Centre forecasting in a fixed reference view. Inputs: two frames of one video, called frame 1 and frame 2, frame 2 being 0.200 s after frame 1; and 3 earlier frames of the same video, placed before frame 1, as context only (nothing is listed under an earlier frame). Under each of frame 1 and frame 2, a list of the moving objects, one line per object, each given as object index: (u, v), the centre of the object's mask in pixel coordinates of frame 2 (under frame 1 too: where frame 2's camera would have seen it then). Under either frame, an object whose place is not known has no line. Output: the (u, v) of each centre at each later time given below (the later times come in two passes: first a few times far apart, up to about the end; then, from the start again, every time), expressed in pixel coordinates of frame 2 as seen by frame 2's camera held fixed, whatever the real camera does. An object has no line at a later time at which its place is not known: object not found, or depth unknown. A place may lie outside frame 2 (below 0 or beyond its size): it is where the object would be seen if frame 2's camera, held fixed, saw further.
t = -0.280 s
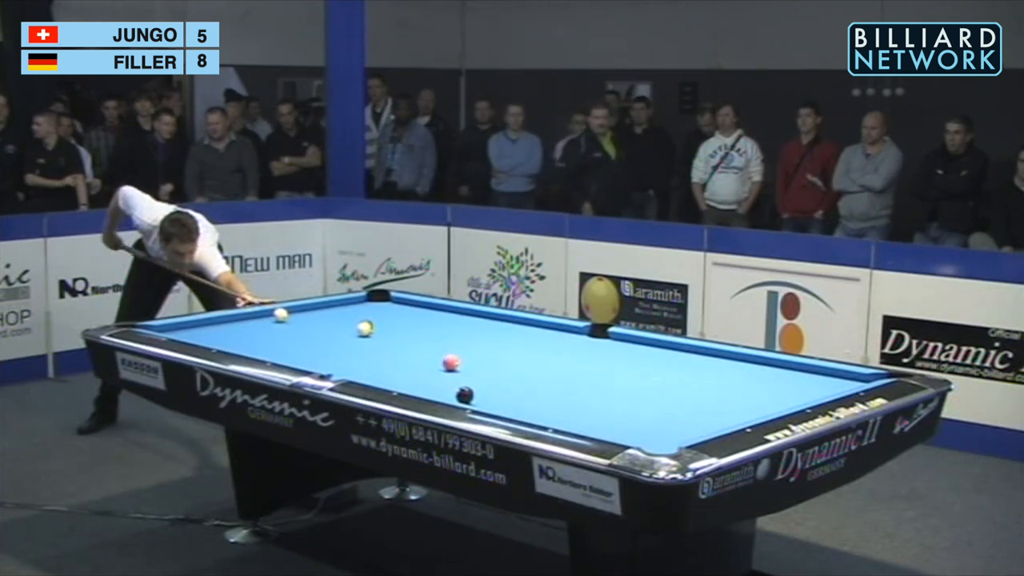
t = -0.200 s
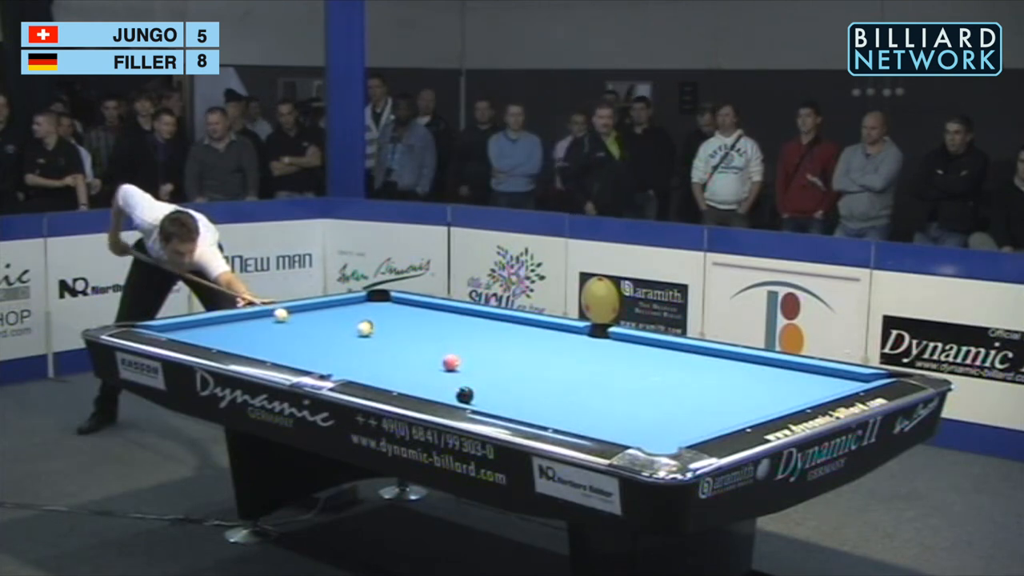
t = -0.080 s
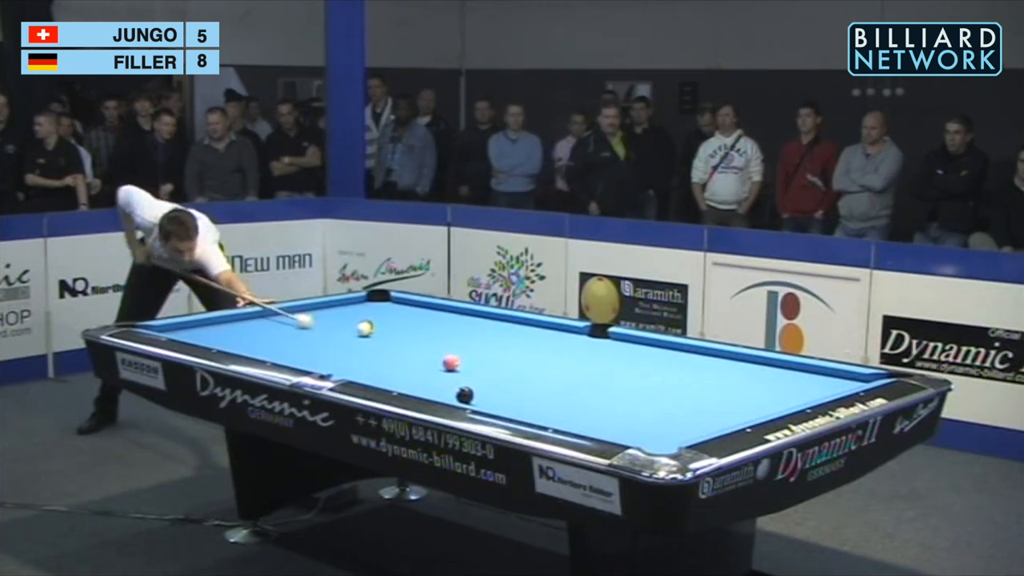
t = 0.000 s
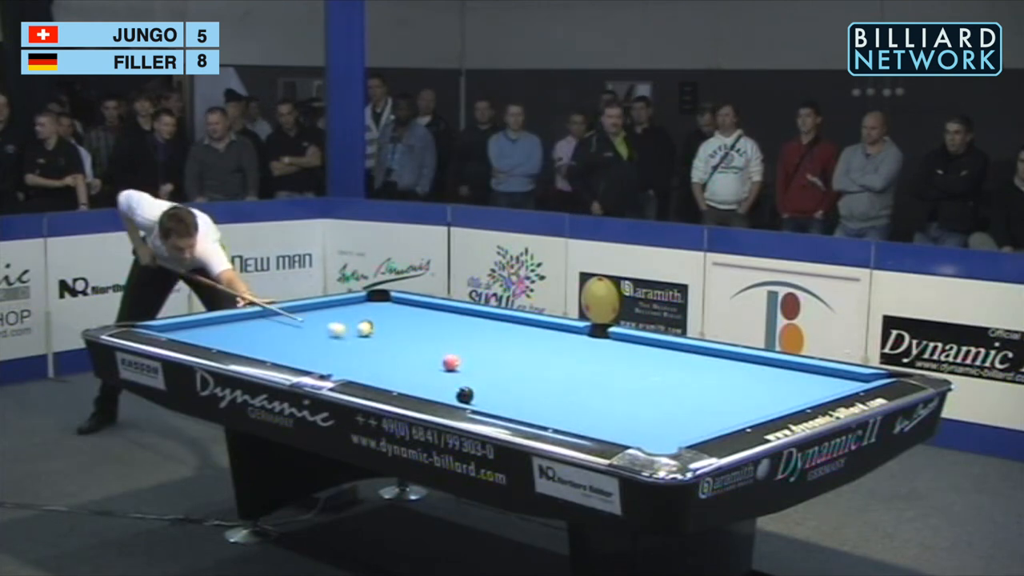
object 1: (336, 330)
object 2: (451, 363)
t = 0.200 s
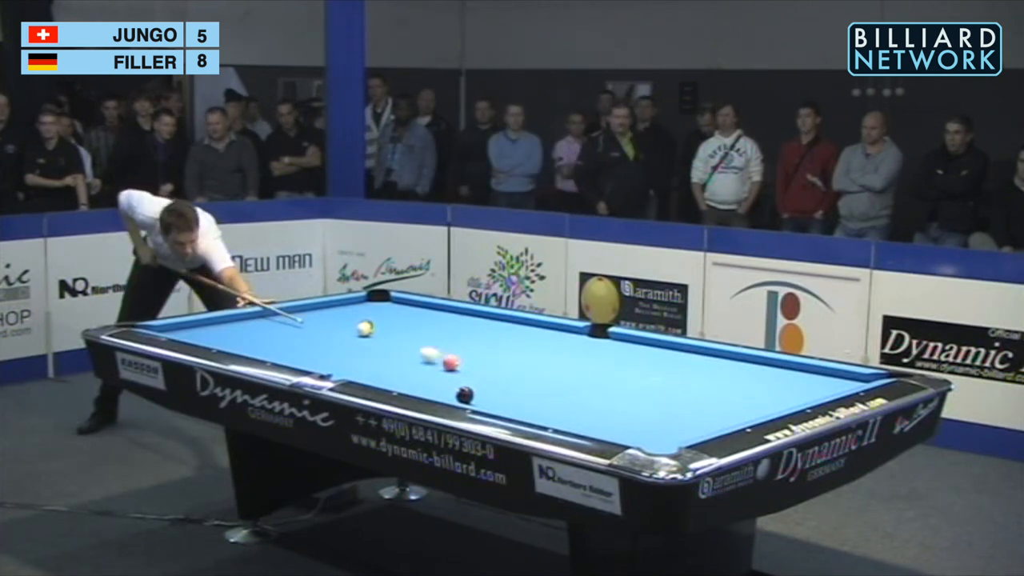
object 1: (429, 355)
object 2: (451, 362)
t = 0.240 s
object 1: (445, 357)
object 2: (453, 364)
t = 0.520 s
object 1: (521, 361)
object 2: (540, 409)
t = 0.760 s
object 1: (594, 367)
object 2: (635, 435)
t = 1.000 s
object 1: (671, 373)
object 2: (648, 429)
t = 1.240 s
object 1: (748, 380)
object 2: (616, 411)
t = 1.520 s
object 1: (838, 385)
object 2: (583, 392)
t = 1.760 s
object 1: (822, 381)
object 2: (559, 379)
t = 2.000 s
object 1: (797, 372)
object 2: (536, 366)
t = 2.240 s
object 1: (774, 364)
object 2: (517, 355)
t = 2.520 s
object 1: (747, 358)
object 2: (496, 344)
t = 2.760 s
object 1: (720, 355)
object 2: (481, 335)
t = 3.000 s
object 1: (696, 353)
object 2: (467, 326)
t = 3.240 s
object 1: (673, 351)
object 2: (454, 319)
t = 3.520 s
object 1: (648, 348)
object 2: (440, 311)
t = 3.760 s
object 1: (629, 346)
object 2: (428, 305)
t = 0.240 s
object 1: (445, 357)
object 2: (453, 364)
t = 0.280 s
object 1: (456, 358)
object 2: (466, 370)
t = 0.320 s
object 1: (467, 358)
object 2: (478, 377)
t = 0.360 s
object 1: (477, 359)
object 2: (490, 383)
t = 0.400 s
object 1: (487, 359)
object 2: (503, 389)
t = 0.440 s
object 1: (498, 360)
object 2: (515, 396)
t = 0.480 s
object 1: (509, 360)
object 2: (527, 402)
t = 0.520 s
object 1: (521, 361)
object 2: (540, 409)
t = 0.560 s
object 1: (533, 362)
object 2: (552, 414)
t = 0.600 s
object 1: (545, 363)
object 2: (564, 419)
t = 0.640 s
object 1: (557, 364)
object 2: (577, 424)
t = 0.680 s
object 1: (570, 365)
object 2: (594, 428)
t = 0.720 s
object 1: (582, 367)
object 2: (614, 432)
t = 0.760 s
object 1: (594, 367)
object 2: (635, 435)
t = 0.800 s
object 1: (608, 368)
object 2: (654, 439)
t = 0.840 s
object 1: (620, 369)
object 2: (672, 442)
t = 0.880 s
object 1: (632, 370)
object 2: (668, 439)
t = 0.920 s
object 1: (645, 371)
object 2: (660, 435)
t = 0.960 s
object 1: (657, 372)
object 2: (654, 432)
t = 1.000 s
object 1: (671, 373)
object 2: (648, 429)
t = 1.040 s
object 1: (683, 375)
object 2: (642, 426)
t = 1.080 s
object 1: (696, 376)
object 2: (637, 423)
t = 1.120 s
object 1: (709, 377)
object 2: (631, 420)
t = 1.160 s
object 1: (721, 378)
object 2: (626, 416)
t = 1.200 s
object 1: (734, 379)
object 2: (621, 414)
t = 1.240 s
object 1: (748, 380)
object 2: (616, 411)
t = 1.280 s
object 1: (761, 381)
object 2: (610, 408)
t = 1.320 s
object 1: (773, 382)
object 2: (606, 405)
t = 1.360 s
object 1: (786, 383)
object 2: (601, 402)
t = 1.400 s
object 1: (799, 385)
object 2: (596, 400)
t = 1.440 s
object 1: (812, 386)
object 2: (592, 398)
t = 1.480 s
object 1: (825, 386)
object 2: (588, 395)
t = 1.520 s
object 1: (838, 385)
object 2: (583, 392)
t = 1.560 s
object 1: (846, 386)
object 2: (579, 390)
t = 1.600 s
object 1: (840, 384)
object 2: (575, 388)
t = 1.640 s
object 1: (835, 384)
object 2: (570, 385)
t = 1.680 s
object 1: (831, 384)
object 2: (566, 383)
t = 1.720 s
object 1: (827, 382)
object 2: (562, 381)
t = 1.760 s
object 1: (822, 381)
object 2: (559, 379)
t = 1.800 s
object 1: (819, 379)
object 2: (555, 376)
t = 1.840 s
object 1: (814, 377)
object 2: (551, 374)
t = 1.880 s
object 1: (809, 376)
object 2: (547, 372)
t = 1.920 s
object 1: (805, 374)
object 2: (544, 370)
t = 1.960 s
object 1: (801, 373)
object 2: (540, 368)
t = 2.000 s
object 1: (797, 372)
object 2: (536, 366)
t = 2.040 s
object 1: (793, 370)
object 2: (534, 364)
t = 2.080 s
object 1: (789, 369)
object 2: (530, 362)
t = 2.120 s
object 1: (785, 368)
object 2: (527, 360)
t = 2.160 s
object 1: (782, 367)
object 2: (523, 359)
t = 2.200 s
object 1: (778, 366)
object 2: (520, 357)
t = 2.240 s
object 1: (774, 364)
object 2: (517, 355)
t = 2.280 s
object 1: (770, 363)
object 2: (514, 353)
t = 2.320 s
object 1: (767, 362)
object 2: (511, 352)
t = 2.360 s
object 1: (764, 361)
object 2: (508, 350)
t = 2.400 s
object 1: (760, 360)
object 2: (505, 348)
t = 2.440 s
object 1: (755, 359)
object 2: (502, 347)
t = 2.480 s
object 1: (751, 359)
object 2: (500, 345)
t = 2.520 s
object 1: (747, 358)
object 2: (496, 344)
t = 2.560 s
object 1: (742, 357)
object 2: (494, 342)
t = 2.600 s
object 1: (738, 357)
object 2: (491, 340)
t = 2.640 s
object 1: (733, 357)
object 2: (489, 339)
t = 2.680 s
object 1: (729, 356)
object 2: (486, 337)
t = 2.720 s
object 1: (724, 356)
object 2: (484, 336)
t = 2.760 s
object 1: (720, 355)
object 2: (481, 335)
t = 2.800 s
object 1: (716, 355)
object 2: (479, 333)
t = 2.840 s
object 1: (712, 354)
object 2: (476, 332)
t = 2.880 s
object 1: (708, 354)
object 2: (474, 331)
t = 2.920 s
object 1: (704, 353)
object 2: (471, 329)
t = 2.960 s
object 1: (700, 353)
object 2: (469, 328)
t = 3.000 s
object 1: (696, 353)
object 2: (467, 326)
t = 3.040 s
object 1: (692, 353)
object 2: (465, 326)
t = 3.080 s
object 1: (688, 352)
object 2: (462, 324)
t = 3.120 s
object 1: (684, 352)
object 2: (460, 323)
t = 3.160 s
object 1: (680, 351)
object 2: (458, 322)
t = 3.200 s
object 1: (677, 351)
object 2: (456, 321)
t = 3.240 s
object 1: (673, 351)
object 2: (454, 319)
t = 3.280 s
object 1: (669, 350)
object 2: (451, 318)
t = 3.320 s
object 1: (665, 350)
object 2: (450, 317)
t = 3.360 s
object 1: (662, 349)
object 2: (448, 316)
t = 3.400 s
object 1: (659, 349)
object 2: (446, 314)
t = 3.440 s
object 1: (655, 349)
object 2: (443, 313)
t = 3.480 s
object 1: (652, 348)
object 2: (441, 313)
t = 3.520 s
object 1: (648, 348)
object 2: (440, 311)
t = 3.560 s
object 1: (645, 348)
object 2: (438, 310)
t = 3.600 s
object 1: (642, 347)
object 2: (436, 309)
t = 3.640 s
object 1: (639, 347)
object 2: (434, 308)
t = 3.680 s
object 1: (635, 347)
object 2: (432, 308)
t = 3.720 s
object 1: (632, 346)
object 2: (430, 307)
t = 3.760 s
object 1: (629, 346)
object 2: (428, 305)
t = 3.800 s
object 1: (627, 346)
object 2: (427, 304)
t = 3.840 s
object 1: (623, 345)
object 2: (423, 304)
